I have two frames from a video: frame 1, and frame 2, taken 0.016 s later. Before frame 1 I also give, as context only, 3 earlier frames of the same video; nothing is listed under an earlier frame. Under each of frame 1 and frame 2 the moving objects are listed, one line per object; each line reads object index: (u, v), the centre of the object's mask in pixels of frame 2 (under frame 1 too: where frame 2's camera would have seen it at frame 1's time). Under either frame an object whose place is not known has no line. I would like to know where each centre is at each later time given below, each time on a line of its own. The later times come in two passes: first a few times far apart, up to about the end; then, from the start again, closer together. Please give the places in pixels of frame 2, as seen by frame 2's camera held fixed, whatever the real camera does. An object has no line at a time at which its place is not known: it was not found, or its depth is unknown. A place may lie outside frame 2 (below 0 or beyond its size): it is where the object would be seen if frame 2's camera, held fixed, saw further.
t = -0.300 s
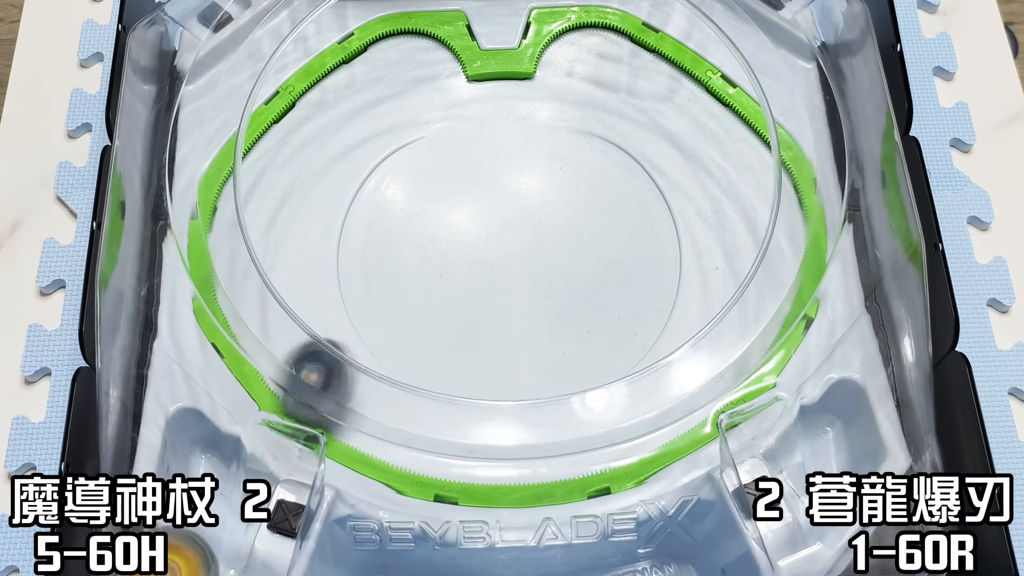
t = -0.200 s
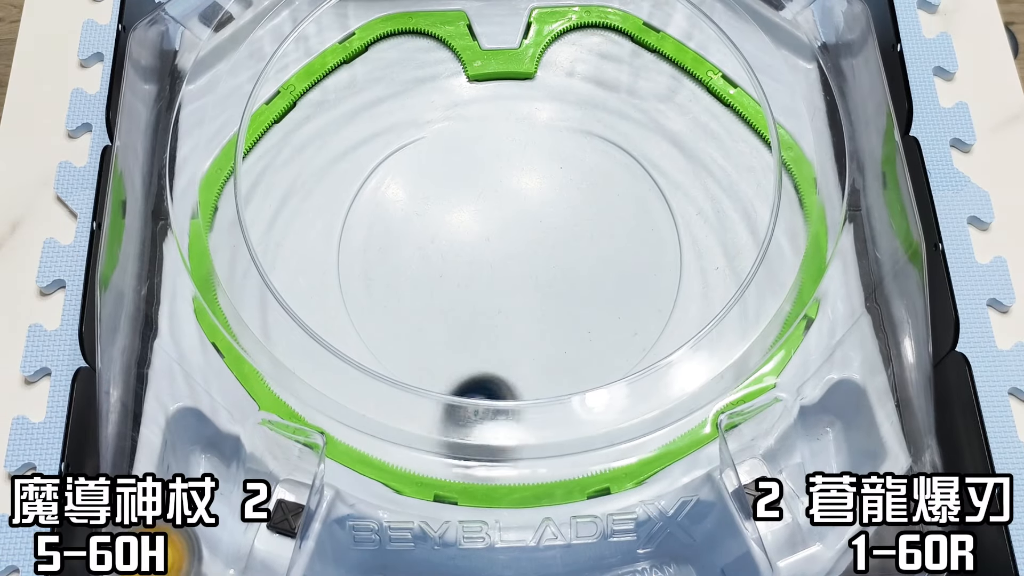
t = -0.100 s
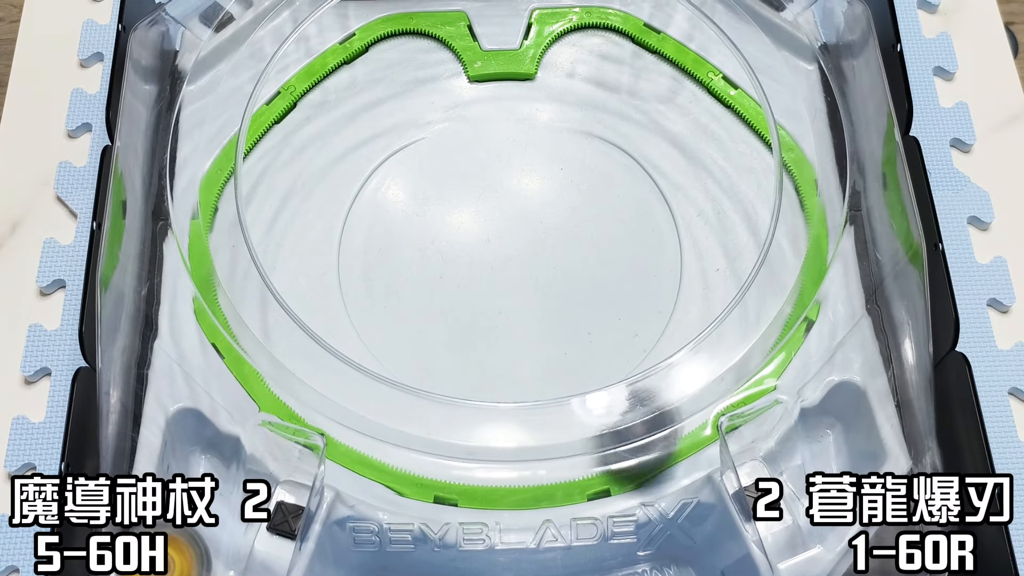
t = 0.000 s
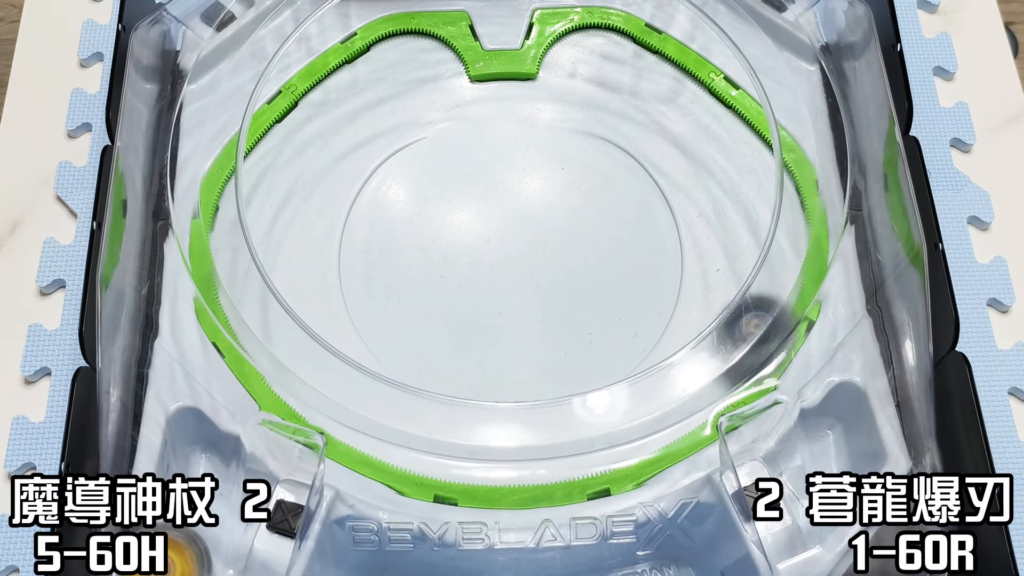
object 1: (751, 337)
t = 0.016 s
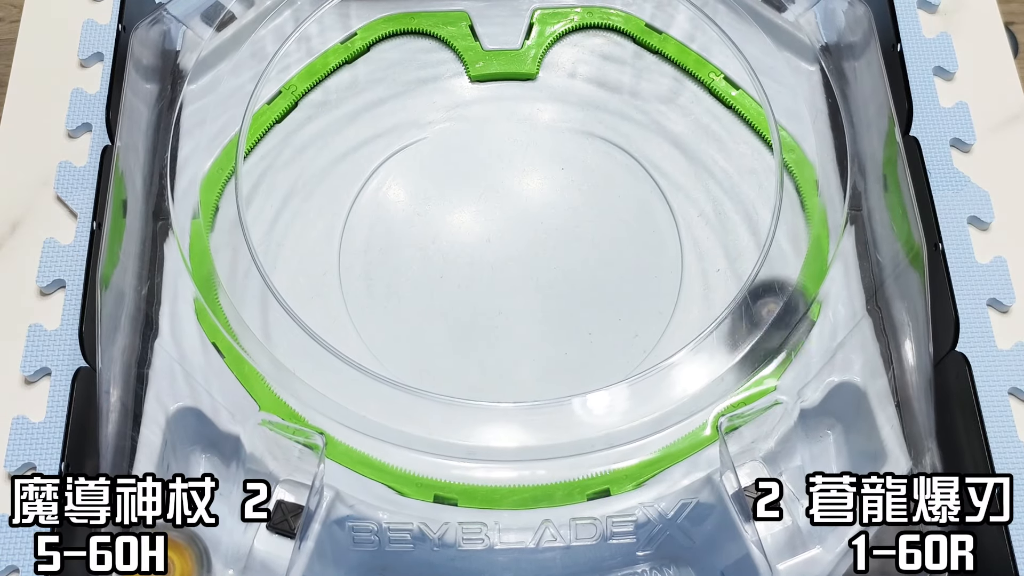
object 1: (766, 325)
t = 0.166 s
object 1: (730, 127)
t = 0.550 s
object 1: (293, 430)
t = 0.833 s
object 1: (747, 122)
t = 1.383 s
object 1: (533, 463)
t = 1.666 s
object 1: (658, 55)
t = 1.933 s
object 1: (493, 306)
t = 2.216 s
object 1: (555, 323)
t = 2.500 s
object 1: (465, 171)
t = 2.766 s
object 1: (360, 278)
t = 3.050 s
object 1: (610, 293)
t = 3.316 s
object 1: (543, 113)
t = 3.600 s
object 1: (392, 206)
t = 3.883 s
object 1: (585, 349)
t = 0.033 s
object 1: (769, 298)
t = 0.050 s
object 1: (765, 271)
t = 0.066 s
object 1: (766, 249)
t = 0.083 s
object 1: (765, 225)
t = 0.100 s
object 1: (762, 202)
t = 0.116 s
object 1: (760, 181)
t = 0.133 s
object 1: (758, 161)
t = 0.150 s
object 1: (755, 141)
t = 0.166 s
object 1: (730, 127)
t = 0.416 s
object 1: (216, 166)
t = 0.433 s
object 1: (201, 202)
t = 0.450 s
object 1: (180, 243)
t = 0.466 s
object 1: (182, 282)
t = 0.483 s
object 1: (192, 324)
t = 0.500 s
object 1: (202, 366)
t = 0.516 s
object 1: (219, 400)
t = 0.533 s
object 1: (253, 409)
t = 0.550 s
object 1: (293, 430)
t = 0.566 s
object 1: (334, 432)
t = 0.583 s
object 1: (381, 411)
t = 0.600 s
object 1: (429, 399)
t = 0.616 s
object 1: (479, 382)
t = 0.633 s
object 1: (520, 379)
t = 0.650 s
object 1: (560, 367)
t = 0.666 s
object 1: (597, 353)
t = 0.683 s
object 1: (632, 336)
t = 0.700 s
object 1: (655, 311)
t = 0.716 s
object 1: (672, 284)
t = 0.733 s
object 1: (687, 257)
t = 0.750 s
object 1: (700, 231)
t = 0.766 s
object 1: (713, 207)
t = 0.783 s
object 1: (723, 184)
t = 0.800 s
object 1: (732, 163)
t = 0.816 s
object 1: (740, 143)
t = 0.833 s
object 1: (747, 122)
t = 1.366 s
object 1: (486, 464)
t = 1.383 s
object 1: (533, 463)
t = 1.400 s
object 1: (578, 460)
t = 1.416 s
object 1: (621, 450)
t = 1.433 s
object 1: (660, 422)
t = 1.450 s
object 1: (693, 407)
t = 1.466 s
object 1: (729, 367)
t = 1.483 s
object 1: (751, 341)
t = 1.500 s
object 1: (775, 313)
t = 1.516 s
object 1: (787, 281)
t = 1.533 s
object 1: (793, 249)
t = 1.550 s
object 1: (796, 217)
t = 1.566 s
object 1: (790, 188)
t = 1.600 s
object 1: (753, 134)
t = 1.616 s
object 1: (727, 113)
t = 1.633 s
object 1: (705, 91)
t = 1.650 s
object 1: (681, 72)
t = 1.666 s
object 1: (658, 55)
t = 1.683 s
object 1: (633, 39)
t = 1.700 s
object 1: (606, 31)
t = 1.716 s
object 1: (584, 33)
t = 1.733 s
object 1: (564, 40)
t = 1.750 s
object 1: (548, 63)
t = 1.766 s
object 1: (547, 87)
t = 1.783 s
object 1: (543, 110)
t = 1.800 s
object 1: (538, 131)
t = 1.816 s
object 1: (534, 156)
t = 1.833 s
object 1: (529, 179)
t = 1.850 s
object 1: (523, 201)
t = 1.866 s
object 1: (517, 224)
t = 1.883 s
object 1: (511, 247)
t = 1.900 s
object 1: (505, 269)
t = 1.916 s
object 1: (499, 288)
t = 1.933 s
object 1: (493, 306)
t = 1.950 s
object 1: (488, 323)
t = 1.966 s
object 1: (483, 338)
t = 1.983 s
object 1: (478, 353)
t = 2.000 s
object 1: (476, 361)
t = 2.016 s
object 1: (475, 367)
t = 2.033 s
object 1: (475, 372)
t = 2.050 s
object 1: (477, 376)
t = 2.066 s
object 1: (480, 378)
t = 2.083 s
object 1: (486, 377)
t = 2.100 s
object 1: (494, 372)
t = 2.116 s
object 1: (501, 367)
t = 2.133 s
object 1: (509, 363)
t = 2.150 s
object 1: (519, 358)
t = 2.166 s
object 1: (528, 350)
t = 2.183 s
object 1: (538, 341)
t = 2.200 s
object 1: (546, 332)
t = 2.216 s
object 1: (555, 323)
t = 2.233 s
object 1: (561, 313)
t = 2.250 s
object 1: (565, 301)
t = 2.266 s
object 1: (567, 289)
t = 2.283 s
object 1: (568, 278)
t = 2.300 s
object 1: (567, 266)
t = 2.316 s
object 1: (565, 254)
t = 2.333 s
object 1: (561, 243)
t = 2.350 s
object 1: (555, 232)
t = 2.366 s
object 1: (549, 222)
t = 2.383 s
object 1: (542, 211)
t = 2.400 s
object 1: (532, 203)
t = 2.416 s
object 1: (522, 195)
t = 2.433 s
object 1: (511, 188)
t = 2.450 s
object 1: (501, 181)
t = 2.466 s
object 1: (488, 177)
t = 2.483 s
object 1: (477, 173)
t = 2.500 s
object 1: (465, 171)
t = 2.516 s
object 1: (453, 169)
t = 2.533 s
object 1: (441, 168)
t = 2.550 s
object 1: (430, 171)
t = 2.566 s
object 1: (419, 174)
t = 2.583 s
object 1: (409, 176)
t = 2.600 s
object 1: (398, 181)
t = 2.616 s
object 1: (388, 188)
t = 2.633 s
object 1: (379, 196)
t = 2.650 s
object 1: (372, 203)
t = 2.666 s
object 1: (365, 212)
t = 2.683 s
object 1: (359, 223)
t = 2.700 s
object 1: (355, 234)
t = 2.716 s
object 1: (353, 244)
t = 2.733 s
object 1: (353, 255)
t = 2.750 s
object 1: (355, 267)
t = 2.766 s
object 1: (360, 278)
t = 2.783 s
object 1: (366, 289)
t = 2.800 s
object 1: (374, 299)
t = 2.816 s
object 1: (383, 310)
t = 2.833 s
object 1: (396, 319)
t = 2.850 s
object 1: (410, 327)
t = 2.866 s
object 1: (425, 334)
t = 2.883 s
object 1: (442, 341)
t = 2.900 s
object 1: (461, 344)
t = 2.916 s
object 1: (480, 346)
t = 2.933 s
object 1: (498, 346)
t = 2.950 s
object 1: (518, 344)
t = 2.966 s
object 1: (537, 338)
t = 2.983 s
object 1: (554, 332)
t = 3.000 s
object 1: (571, 325)
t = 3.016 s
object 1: (586, 316)
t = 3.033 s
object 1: (599, 305)
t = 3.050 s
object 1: (610, 293)
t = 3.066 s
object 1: (621, 282)
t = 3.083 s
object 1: (629, 269)
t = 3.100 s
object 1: (635, 254)
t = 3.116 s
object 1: (640, 240)
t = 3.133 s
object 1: (643, 225)
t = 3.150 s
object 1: (644, 208)
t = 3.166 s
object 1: (643, 193)
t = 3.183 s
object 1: (641, 178)
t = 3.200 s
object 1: (637, 162)
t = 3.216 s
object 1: (626, 151)
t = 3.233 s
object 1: (612, 144)
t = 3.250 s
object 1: (598, 137)
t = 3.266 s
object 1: (583, 131)
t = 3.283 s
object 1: (570, 125)
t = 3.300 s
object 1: (556, 120)
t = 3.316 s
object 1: (543, 113)
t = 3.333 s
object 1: (530, 109)
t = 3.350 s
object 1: (519, 106)
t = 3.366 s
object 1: (507, 104)
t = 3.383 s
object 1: (495, 103)
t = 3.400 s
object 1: (482, 104)
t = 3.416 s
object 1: (471, 106)
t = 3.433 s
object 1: (460, 108)
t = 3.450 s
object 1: (448, 113)
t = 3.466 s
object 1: (439, 118)
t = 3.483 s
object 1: (431, 124)
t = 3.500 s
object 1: (424, 132)
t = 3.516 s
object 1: (417, 143)
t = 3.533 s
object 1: (411, 154)
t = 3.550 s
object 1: (404, 166)
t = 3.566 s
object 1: (399, 178)
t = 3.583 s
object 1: (395, 192)
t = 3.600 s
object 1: (392, 206)
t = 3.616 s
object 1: (391, 221)
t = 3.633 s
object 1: (393, 237)
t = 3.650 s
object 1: (396, 253)
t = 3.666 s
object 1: (400, 268)
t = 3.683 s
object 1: (407, 283)
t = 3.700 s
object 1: (416, 296)
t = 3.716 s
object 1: (426, 308)
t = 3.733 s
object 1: (437, 321)
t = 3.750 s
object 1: (450, 330)
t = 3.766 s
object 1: (464, 338)
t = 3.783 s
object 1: (479, 345)
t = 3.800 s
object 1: (495, 351)
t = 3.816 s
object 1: (513, 354)
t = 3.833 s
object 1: (530, 355)
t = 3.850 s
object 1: (548, 356)
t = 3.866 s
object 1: (567, 353)
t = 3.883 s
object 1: (585, 349)
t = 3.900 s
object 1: (603, 344)
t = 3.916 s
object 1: (621, 337)
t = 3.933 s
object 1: (636, 329)
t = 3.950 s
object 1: (651, 320)
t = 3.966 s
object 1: (661, 306)
